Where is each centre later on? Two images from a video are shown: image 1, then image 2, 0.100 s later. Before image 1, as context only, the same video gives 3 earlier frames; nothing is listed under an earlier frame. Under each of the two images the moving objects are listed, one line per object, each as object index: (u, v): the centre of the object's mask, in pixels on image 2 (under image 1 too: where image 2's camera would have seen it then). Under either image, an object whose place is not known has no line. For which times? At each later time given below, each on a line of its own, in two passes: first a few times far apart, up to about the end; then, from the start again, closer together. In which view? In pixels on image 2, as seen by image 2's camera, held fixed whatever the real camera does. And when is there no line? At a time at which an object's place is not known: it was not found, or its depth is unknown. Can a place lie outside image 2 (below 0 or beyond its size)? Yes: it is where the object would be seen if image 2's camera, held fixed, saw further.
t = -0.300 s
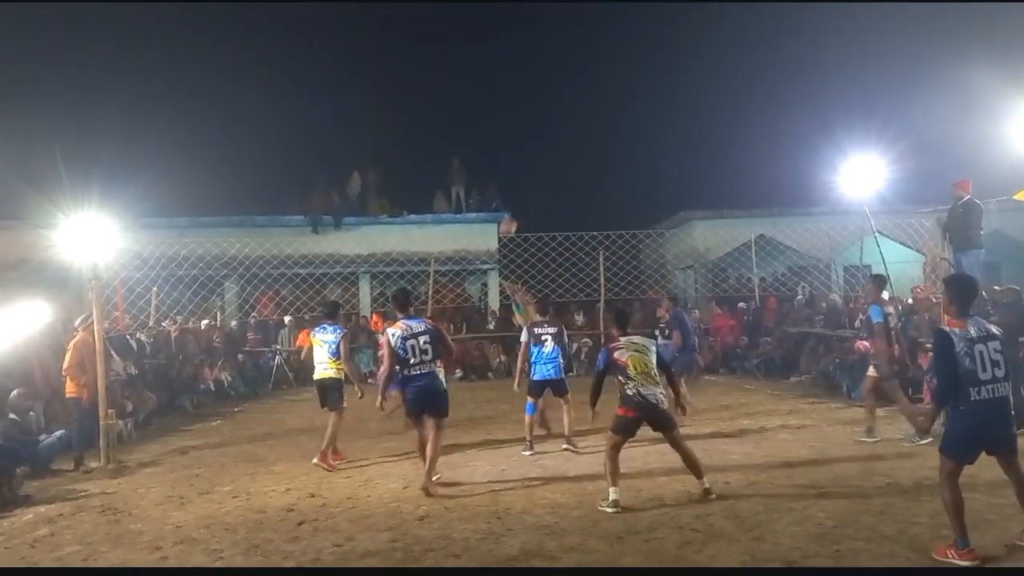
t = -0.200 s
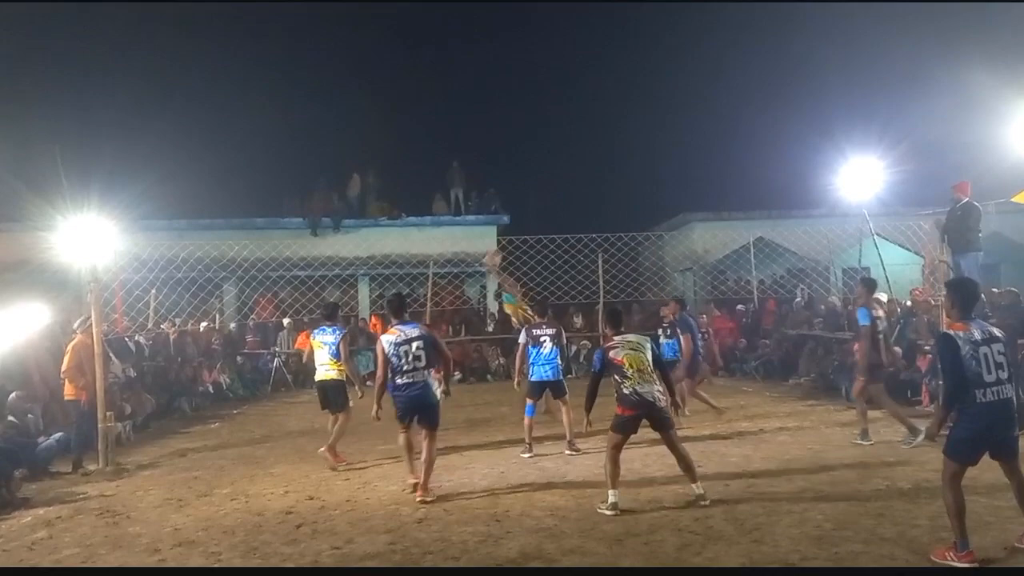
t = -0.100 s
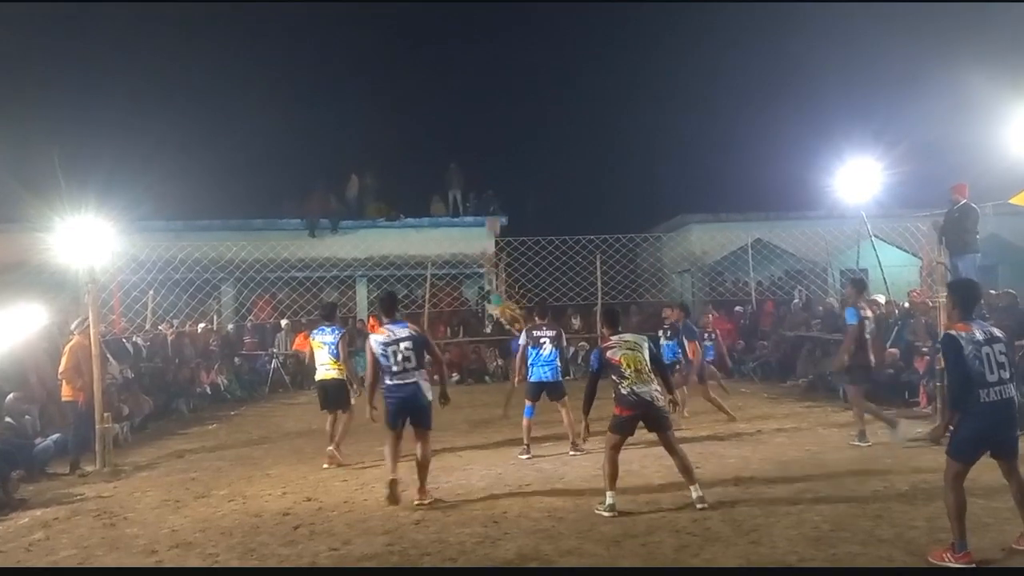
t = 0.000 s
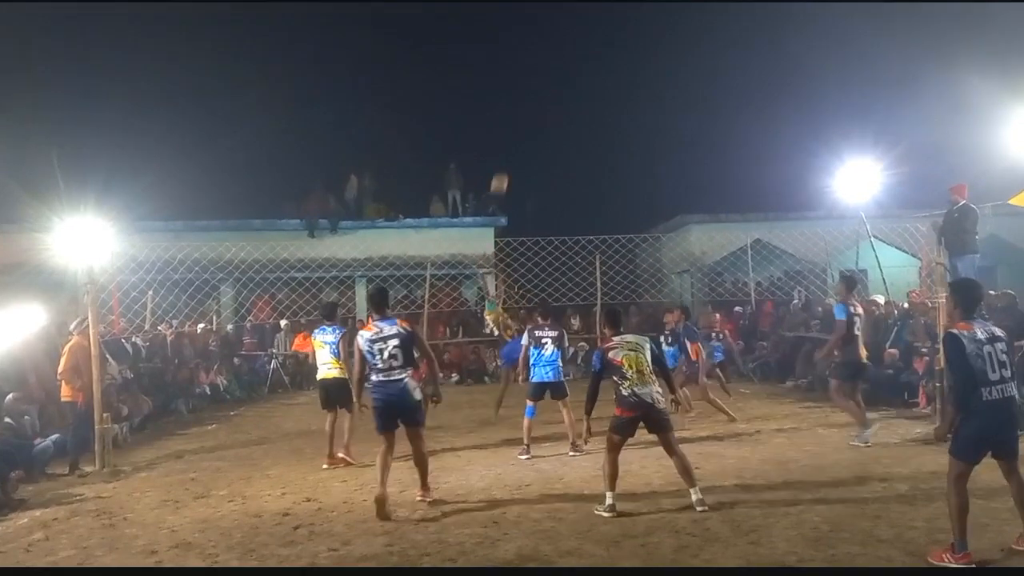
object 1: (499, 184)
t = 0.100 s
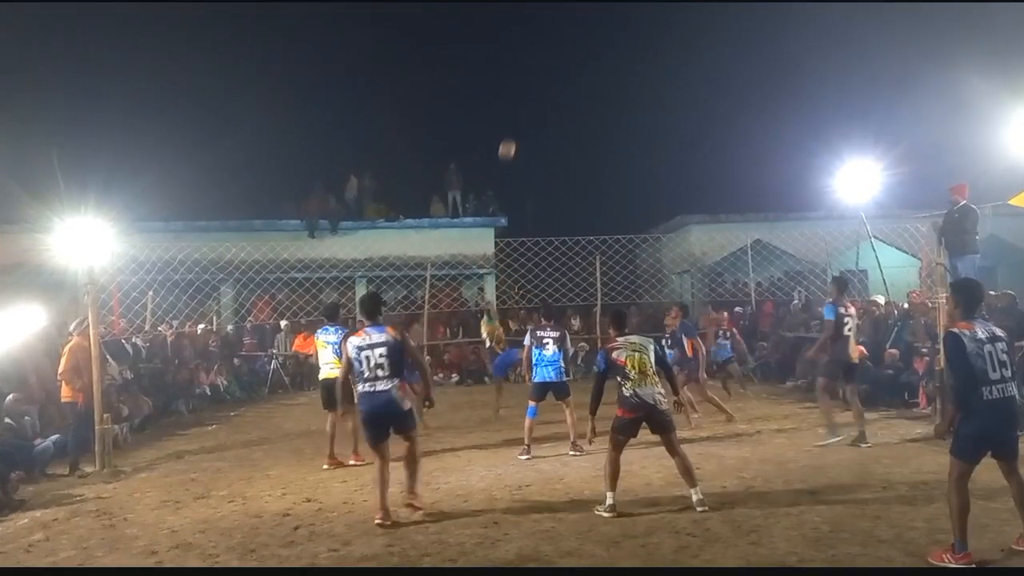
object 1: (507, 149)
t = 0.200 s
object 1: (514, 123)
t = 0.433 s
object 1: (532, 89)
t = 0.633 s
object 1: (548, 91)
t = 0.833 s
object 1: (563, 120)
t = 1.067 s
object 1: (582, 183)
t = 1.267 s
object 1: (597, 263)
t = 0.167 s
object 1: (512, 131)
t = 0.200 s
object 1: (514, 123)
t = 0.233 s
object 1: (517, 115)
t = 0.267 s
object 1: (519, 109)
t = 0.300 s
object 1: (522, 103)
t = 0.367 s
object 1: (527, 95)
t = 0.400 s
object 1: (529, 92)
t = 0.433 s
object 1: (532, 89)
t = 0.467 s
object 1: (535, 87)
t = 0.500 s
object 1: (537, 87)
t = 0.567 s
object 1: (542, 87)
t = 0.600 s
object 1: (545, 89)
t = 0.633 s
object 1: (548, 91)
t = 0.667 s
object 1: (550, 94)
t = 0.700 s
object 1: (553, 98)
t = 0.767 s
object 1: (558, 107)
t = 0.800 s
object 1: (561, 113)
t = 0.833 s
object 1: (563, 120)
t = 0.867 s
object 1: (566, 127)
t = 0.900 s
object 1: (569, 135)
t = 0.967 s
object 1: (574, 152)
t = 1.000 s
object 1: (577, 162)
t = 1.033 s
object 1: (579, 173)
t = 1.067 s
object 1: (582, 183)
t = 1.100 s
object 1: (584, 195)
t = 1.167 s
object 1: (589, 220)
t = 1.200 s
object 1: (592, 233)
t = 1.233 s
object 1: (594, 247)
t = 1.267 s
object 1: (597, 263)
